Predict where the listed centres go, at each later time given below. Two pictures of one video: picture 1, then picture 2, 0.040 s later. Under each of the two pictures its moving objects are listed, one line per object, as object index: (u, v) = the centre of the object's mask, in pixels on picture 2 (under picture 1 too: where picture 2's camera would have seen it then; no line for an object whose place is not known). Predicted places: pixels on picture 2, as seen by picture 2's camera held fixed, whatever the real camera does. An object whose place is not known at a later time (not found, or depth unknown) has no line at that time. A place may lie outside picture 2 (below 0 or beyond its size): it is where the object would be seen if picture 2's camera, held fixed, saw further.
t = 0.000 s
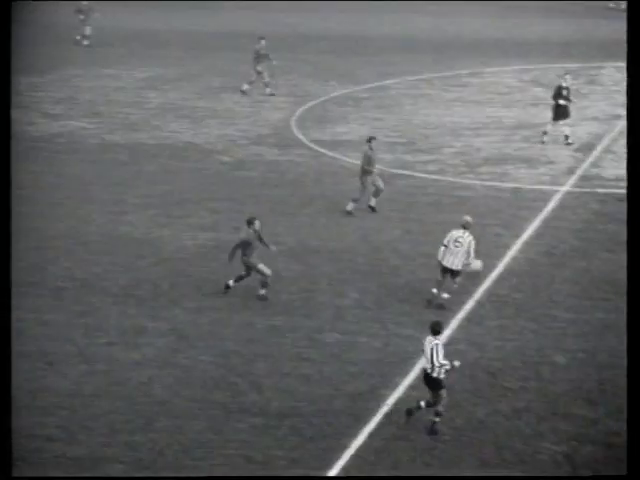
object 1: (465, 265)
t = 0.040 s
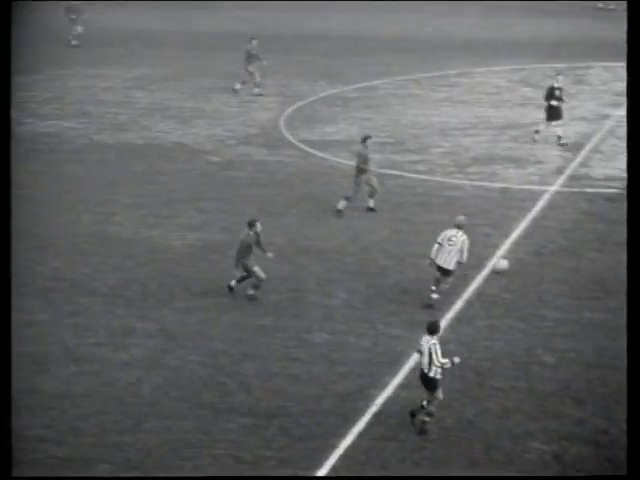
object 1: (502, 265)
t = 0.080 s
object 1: (537, 264)
